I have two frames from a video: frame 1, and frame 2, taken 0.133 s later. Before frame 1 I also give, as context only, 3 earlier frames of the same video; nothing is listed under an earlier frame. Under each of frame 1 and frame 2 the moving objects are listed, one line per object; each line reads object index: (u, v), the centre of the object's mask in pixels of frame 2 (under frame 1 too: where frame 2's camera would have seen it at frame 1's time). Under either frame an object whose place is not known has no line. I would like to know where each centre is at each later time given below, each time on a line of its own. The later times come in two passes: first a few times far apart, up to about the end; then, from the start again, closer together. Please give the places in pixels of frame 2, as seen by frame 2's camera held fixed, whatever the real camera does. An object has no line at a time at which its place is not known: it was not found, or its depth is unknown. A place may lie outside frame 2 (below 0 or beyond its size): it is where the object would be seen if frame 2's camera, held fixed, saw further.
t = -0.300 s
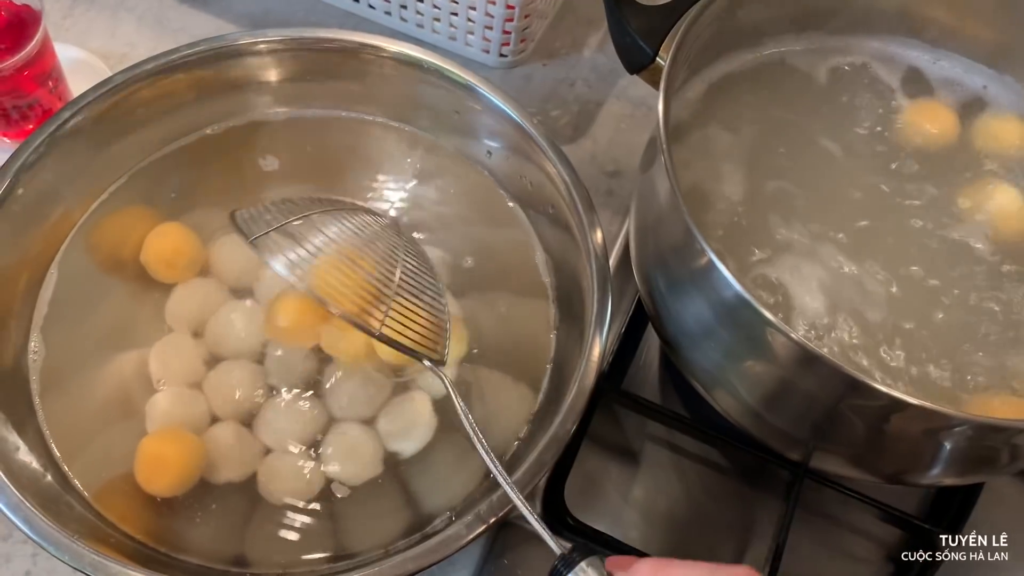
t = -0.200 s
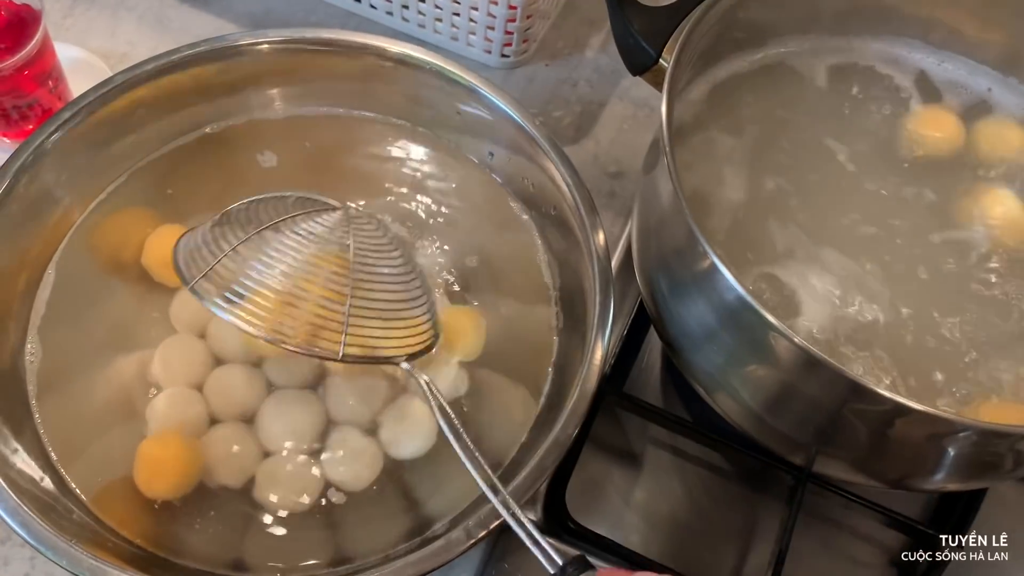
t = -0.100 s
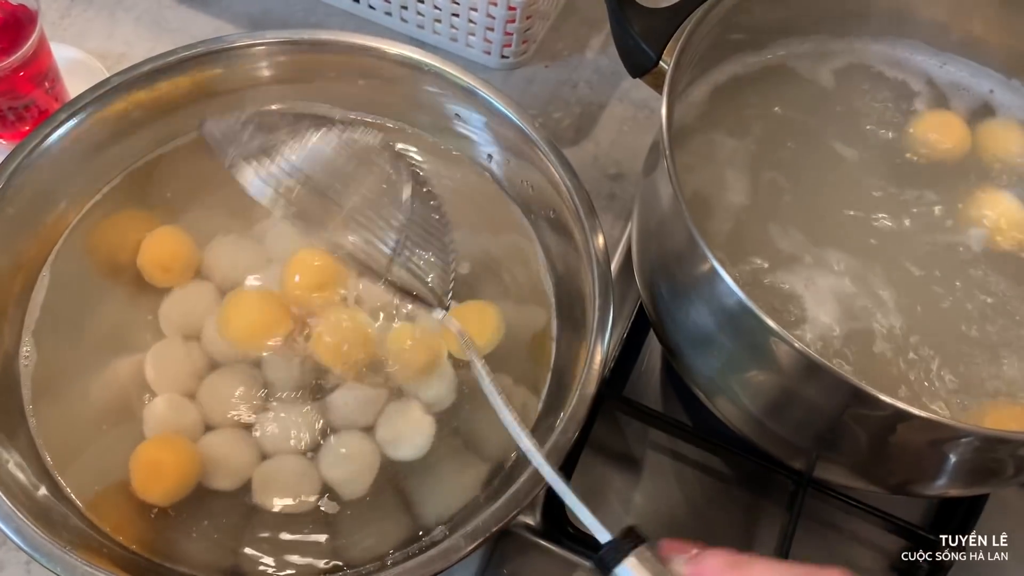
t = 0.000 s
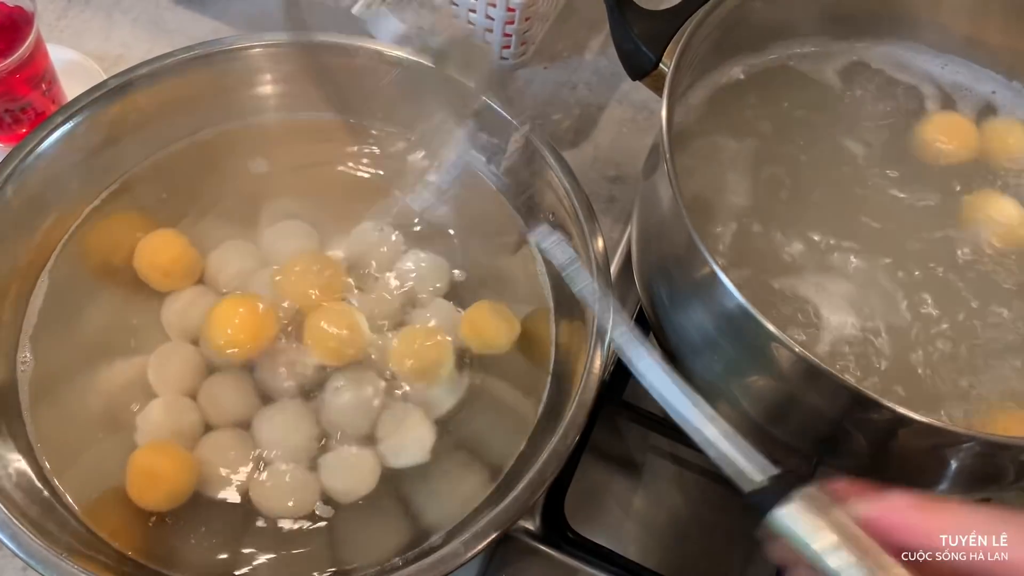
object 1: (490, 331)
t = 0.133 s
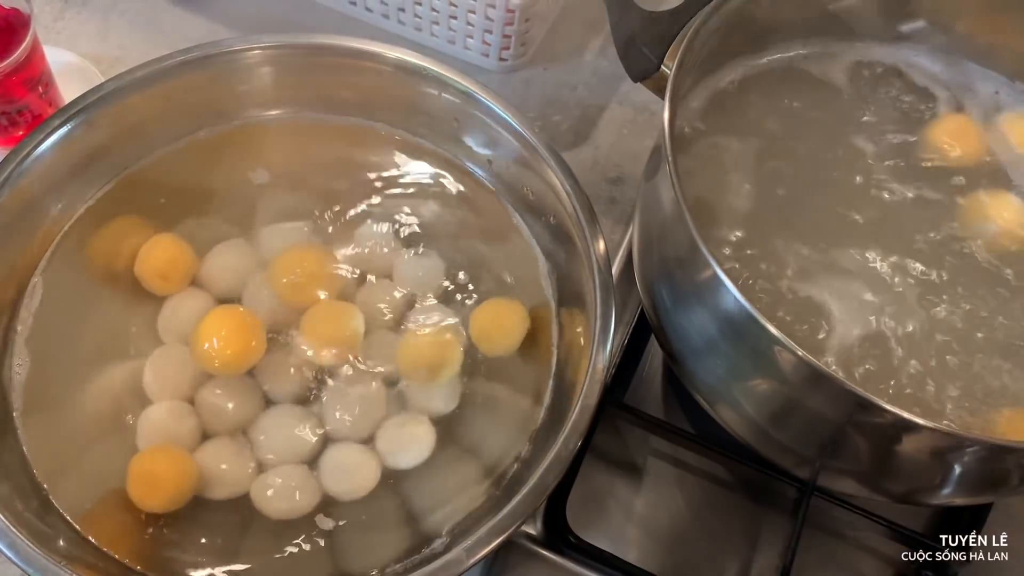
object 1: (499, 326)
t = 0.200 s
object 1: (500, 324)
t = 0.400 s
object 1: (489, 315)
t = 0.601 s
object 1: (482, 308)
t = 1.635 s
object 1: (465, 296)
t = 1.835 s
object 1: (465, 296)
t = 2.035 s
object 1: (465, 298)
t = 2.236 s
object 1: (465, 299)
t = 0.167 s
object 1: (499, 326)
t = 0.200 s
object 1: (500, 324)
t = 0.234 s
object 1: (498, 324)
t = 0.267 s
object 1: (495, 322)
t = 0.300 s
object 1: (495, 319)
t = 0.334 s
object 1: (494, 319)
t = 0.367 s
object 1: (491, 317)
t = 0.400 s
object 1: (489, 315)
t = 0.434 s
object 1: (489, 313)
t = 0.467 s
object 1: (487, 312)
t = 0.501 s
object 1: (486, 310)
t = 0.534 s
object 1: (484, 309)
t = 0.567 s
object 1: (483, 308)
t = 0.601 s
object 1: (482, 308)
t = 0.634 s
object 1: (481, 308)
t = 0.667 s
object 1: (480, 309)
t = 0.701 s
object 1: (478, 309)
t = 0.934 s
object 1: (477, 309)
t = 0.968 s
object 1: (476, 308)
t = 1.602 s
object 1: (466, 297)
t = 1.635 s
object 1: (465, 296)
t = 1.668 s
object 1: (464, 295)
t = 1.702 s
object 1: (465, 295)
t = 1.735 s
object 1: (465, 295)
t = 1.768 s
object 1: (465, 295)
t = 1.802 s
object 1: (465, 295)
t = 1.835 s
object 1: (465, 296)
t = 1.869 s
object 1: (465, 296)
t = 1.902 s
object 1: (465, 296)
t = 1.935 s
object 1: (465, 297)
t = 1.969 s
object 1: (465, 298)
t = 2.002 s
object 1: (465, 298)
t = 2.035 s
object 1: (465, 298)
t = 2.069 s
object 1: (465, 298)
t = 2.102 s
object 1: (465, 299)
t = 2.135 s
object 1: (465, 299)
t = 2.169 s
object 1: (465, 299)
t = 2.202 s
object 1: (465, 299)
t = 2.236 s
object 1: (465, 299)
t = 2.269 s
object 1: (465, 299)
